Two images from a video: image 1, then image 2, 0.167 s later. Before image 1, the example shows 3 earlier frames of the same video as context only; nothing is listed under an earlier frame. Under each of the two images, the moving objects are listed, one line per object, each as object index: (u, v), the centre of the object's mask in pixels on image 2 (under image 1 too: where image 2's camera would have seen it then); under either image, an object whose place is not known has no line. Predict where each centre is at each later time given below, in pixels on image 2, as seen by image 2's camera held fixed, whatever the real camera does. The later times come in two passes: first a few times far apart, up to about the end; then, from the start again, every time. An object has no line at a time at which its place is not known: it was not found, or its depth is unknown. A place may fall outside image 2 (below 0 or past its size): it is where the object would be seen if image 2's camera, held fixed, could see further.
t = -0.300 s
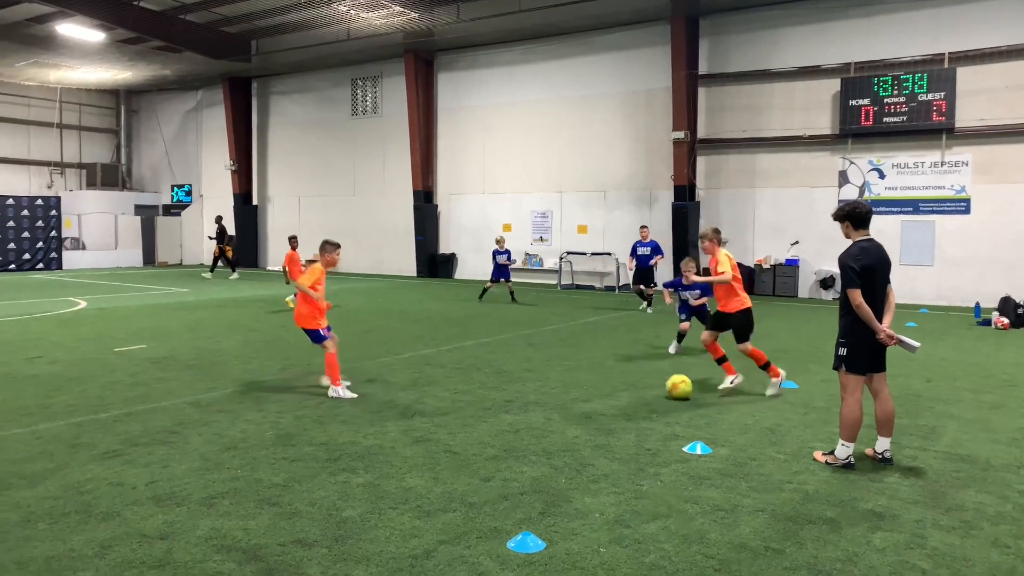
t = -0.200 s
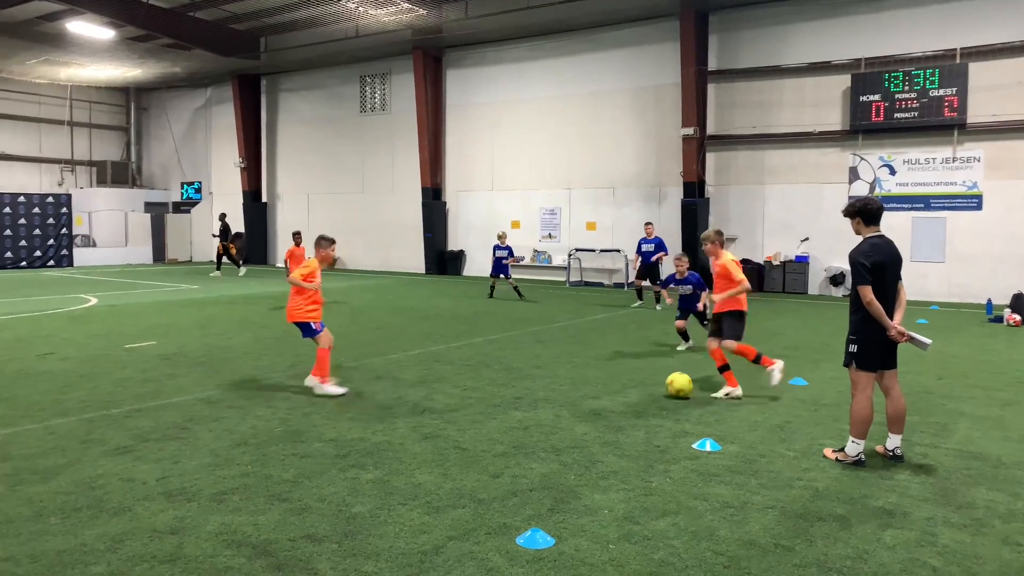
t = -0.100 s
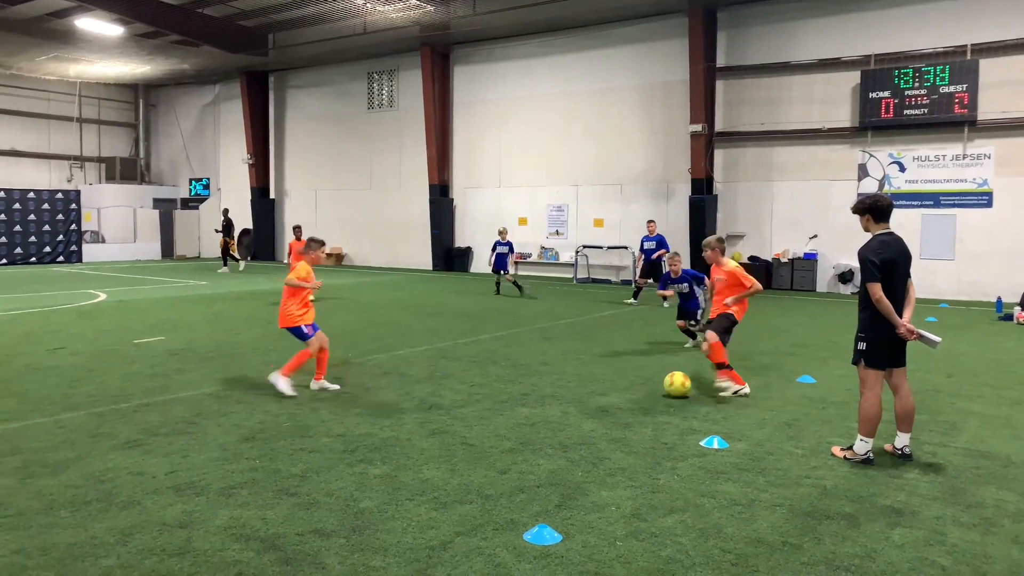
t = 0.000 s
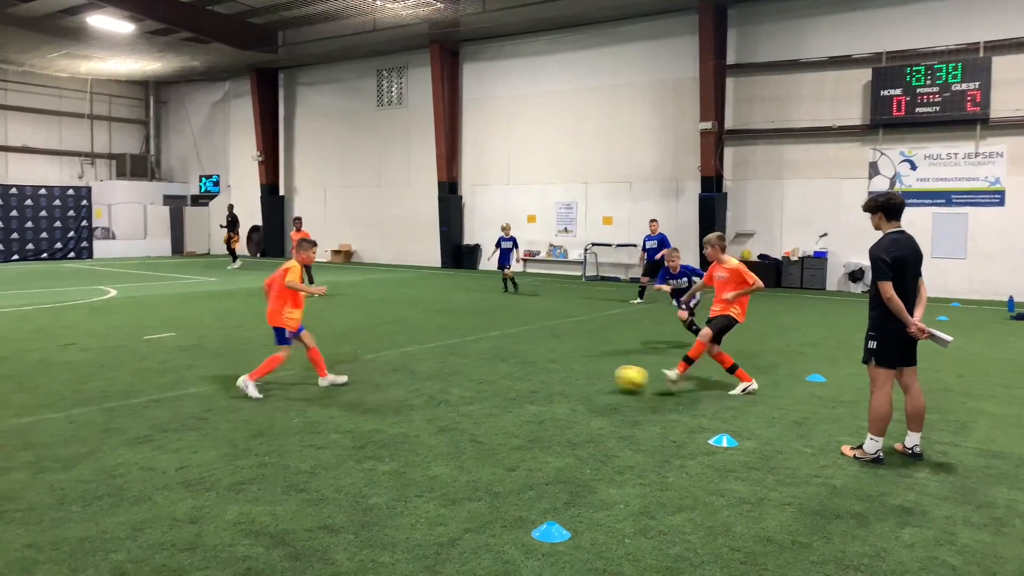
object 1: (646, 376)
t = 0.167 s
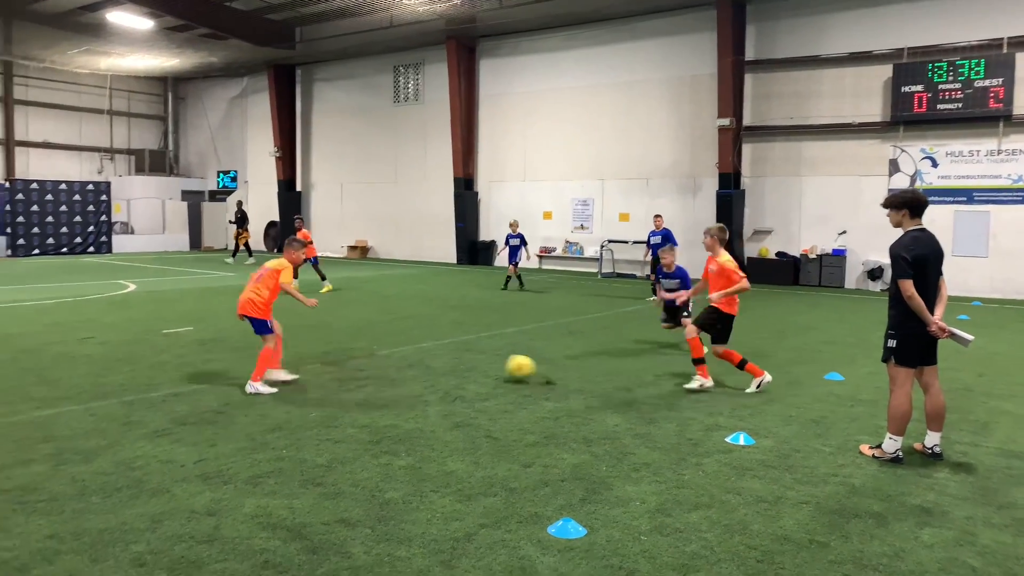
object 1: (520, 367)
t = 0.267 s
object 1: (458, 364)
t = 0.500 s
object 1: (337, 361)
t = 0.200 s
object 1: (499, 365)
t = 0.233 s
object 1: (479, 364)
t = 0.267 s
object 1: (458, 364)
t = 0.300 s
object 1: (439, 365)
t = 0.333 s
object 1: (420, 366)
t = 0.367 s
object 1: (403, 364)
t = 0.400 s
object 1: (386, 363)
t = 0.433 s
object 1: (369, 364)
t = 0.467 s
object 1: (353, 362)
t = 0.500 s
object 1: (337, 361)
